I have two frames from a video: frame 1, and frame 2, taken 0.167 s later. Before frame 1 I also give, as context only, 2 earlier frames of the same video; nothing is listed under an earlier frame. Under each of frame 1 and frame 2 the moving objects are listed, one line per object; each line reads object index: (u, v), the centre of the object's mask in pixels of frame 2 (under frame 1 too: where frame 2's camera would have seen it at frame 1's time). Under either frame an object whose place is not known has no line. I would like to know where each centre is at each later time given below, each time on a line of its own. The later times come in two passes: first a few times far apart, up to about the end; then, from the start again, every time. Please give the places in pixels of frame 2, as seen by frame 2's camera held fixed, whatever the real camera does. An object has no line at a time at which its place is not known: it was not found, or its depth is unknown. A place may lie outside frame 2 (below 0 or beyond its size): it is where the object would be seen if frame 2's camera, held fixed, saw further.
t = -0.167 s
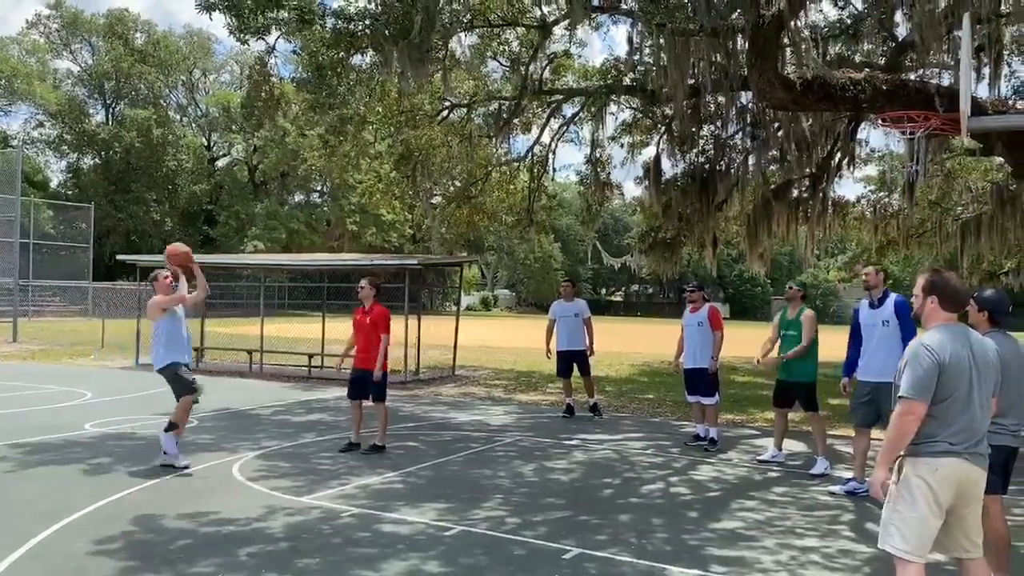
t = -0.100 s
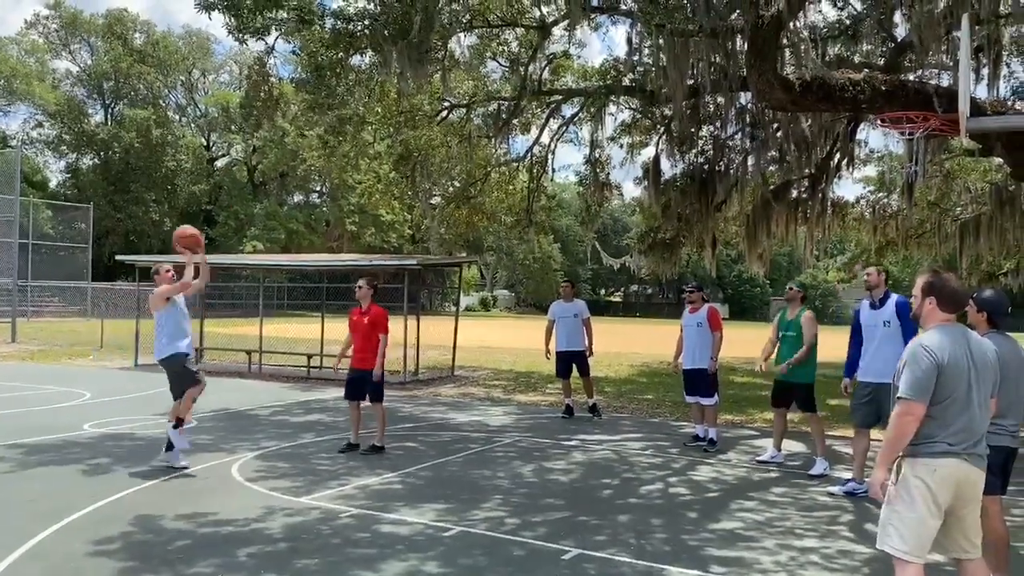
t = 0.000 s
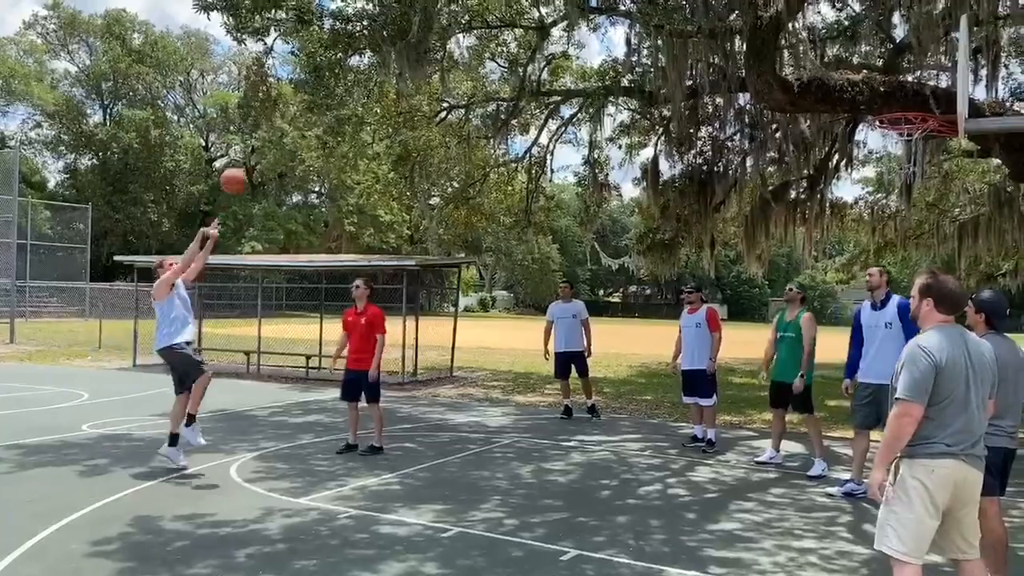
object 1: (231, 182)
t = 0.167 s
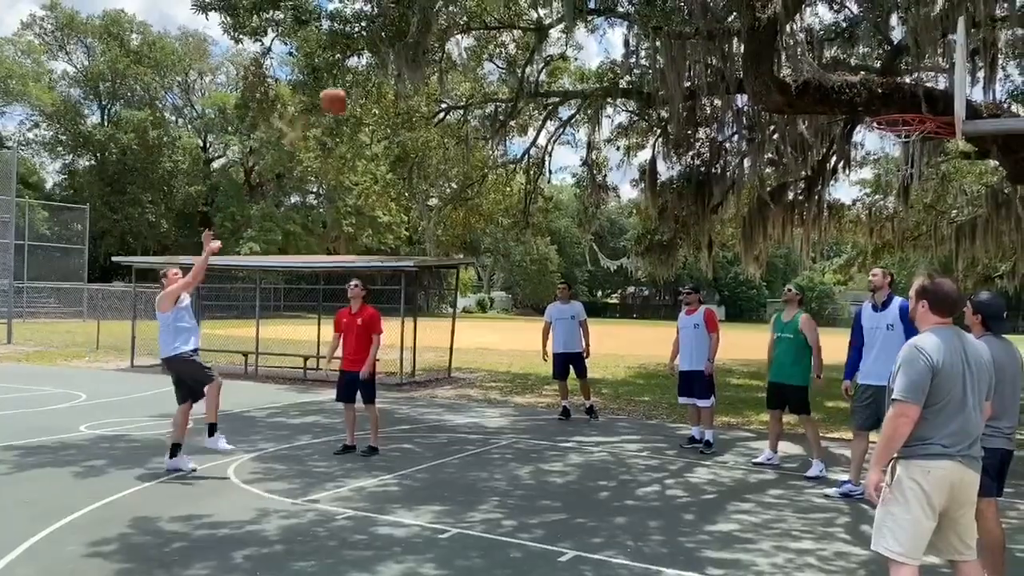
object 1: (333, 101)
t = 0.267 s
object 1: (397, 63)
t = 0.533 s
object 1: (571, 20)
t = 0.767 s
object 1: (739, 45)
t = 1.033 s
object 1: (919, 110)
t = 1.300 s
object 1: (910, 40)
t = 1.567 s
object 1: (860, 62)
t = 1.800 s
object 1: (813, 158)
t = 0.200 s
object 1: (354, 88)
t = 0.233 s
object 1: (375, 76)
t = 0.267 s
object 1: (397, 63)
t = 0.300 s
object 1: (417, 54)
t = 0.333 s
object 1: (438, 46)
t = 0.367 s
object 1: (460, 37)
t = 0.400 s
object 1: (481, 33)
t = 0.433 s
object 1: (503, 26)
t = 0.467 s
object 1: (528, 23)
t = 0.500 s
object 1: (549, 21)
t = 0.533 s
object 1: (571, 20)
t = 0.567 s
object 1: (594, 19)
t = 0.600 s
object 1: (618, 20)
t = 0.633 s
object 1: (644, 22)
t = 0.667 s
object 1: (666, 24)
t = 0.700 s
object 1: (690, 30)
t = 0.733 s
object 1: (716, 35)
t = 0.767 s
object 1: (739, 45)
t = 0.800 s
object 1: (763, 53)
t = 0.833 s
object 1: (789, 65)
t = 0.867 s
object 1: (814, 76)
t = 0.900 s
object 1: (842, 91)
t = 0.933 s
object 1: (867, 106)
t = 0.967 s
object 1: (887, 107)
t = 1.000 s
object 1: (904, 105)
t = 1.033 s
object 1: (919, 110)
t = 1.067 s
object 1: (928, 100)
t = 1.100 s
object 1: (937, 85)
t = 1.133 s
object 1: (941, 75)
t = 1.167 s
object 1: (935, 63)
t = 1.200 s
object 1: (931, 57)
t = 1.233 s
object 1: (922, 51)
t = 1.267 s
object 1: (916, 42)
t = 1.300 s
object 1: (910, 40)
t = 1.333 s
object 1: (903, 38)
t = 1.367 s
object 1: (896, 38)
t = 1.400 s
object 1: (891, 38)
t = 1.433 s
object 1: (885, 39)
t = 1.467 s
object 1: (877, 42)
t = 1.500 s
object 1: (872, 47)
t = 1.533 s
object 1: (866, 54)
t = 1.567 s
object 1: (860, 62)
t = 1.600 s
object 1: (852, 70)
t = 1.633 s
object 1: (846, 83)
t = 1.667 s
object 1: (838, 95)
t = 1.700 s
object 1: (832, 106)
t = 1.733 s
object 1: (826, 124)
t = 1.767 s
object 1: (820, 139)
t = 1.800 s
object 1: (813, 158)
